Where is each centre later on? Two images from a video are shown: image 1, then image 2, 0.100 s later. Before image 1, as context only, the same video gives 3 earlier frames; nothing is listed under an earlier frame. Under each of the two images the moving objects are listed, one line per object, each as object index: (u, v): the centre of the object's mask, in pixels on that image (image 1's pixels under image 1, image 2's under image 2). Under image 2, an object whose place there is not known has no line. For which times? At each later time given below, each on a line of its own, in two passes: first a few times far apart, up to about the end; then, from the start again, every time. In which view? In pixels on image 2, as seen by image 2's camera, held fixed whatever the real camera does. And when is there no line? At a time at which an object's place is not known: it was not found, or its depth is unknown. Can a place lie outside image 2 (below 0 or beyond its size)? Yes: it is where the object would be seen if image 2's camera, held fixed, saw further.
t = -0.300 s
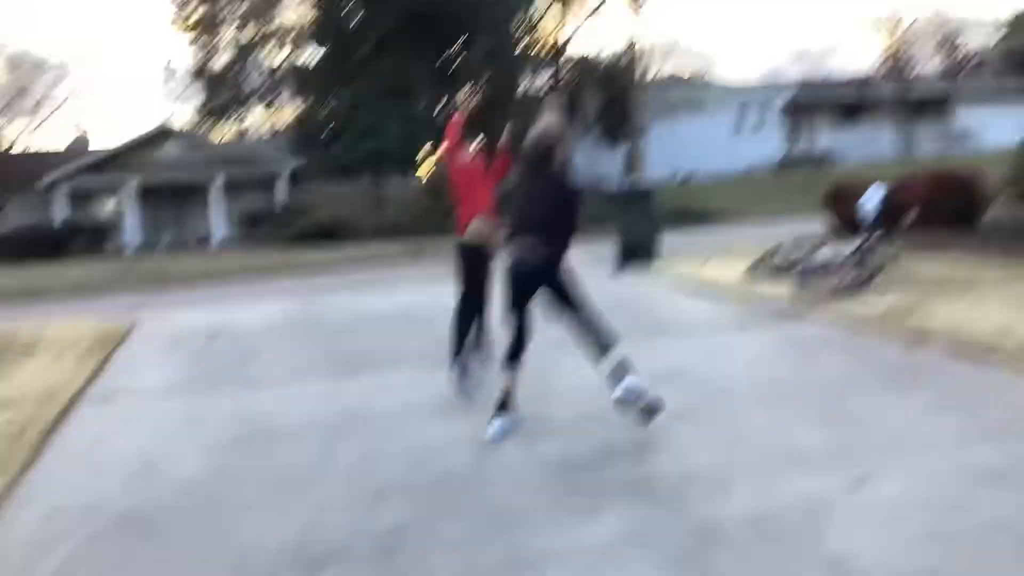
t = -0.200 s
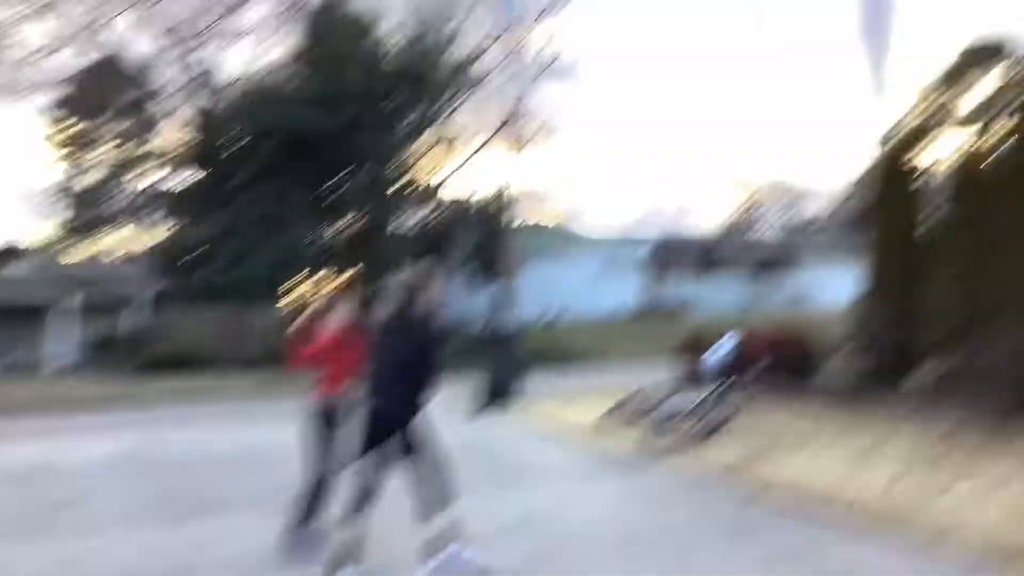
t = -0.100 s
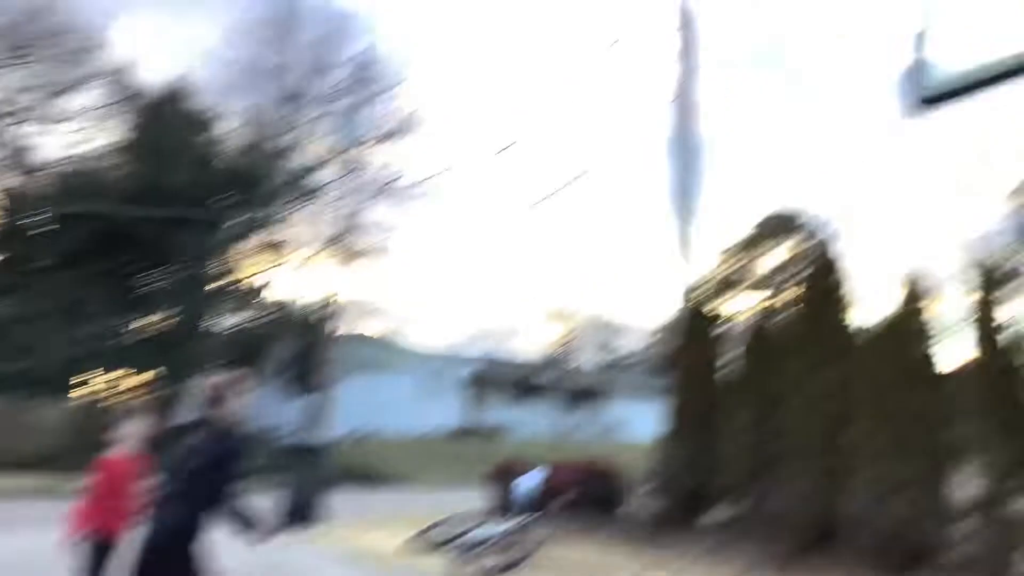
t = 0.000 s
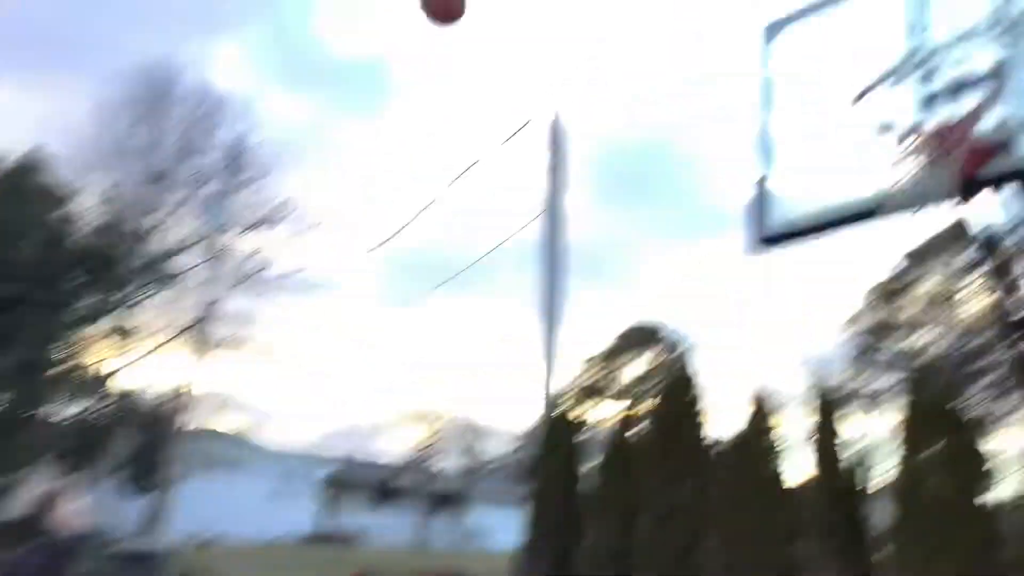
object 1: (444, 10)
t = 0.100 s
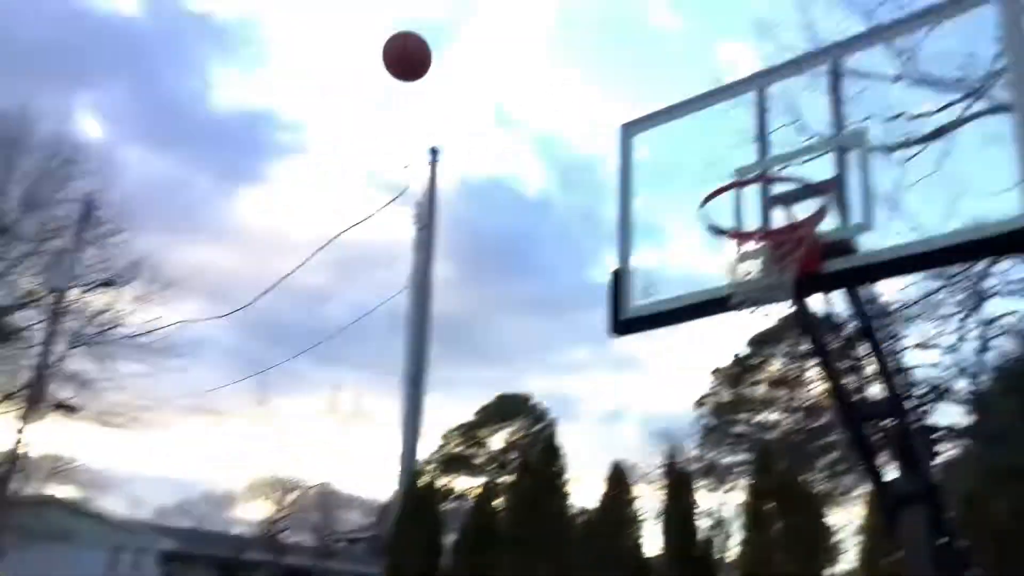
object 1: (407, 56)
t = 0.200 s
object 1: (490, 52)
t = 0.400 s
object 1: (682, 109)
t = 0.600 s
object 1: (732, 132)
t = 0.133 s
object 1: (435, 53)
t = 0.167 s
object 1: (462, 52)
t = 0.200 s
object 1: (490, 52)
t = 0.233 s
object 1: (520, 53)
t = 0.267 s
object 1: (551, 59)
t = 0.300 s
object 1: (582, 68)
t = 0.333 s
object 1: (614, 79)
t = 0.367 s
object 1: (647, 93)
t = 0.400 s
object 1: (682, 109)
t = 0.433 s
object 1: (716, 131)
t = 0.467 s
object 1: (753, 151)
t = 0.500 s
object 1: (793, 177)
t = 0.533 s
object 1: (790, 174)
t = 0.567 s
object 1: (761, 151)
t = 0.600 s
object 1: (732, 132)
